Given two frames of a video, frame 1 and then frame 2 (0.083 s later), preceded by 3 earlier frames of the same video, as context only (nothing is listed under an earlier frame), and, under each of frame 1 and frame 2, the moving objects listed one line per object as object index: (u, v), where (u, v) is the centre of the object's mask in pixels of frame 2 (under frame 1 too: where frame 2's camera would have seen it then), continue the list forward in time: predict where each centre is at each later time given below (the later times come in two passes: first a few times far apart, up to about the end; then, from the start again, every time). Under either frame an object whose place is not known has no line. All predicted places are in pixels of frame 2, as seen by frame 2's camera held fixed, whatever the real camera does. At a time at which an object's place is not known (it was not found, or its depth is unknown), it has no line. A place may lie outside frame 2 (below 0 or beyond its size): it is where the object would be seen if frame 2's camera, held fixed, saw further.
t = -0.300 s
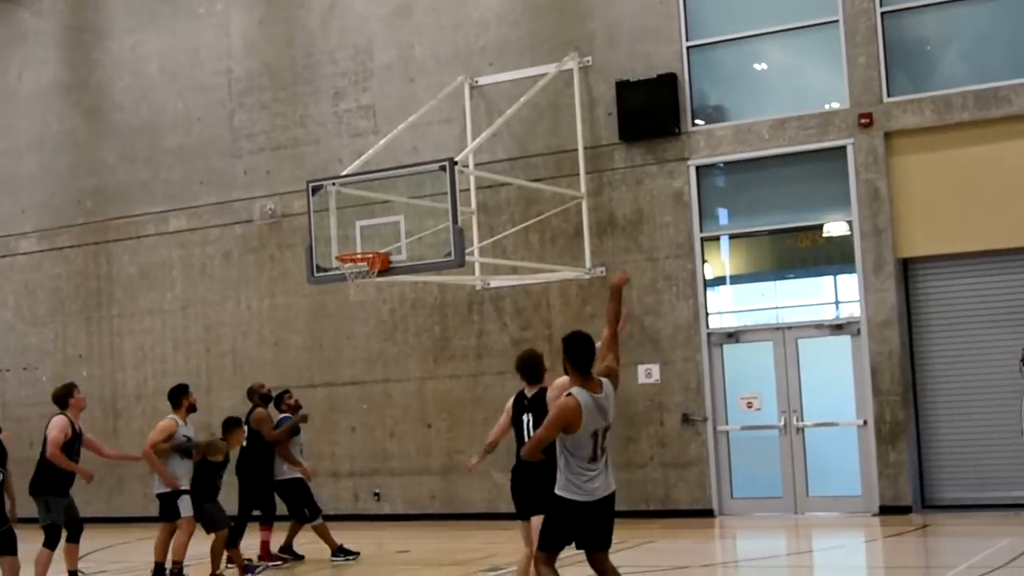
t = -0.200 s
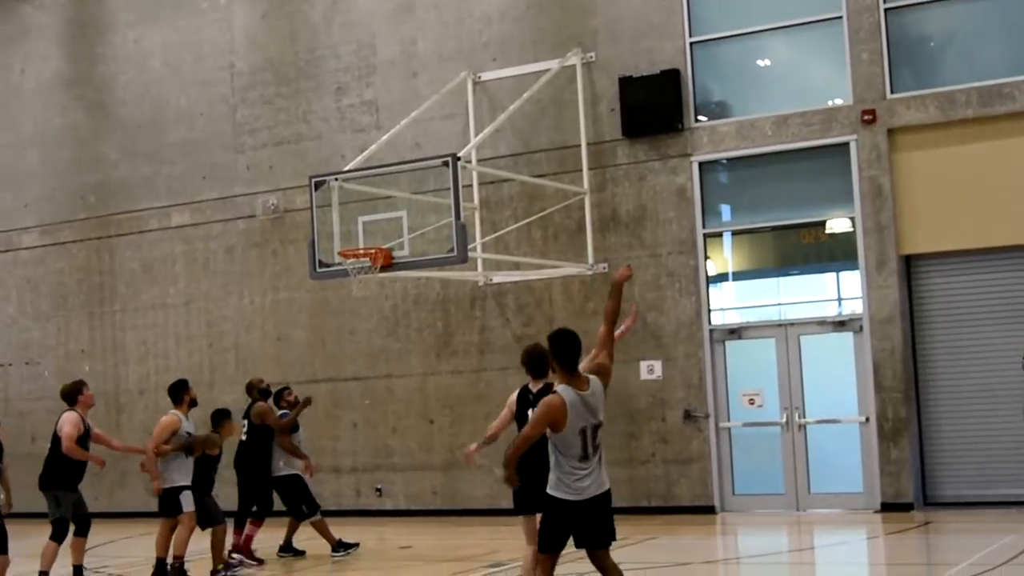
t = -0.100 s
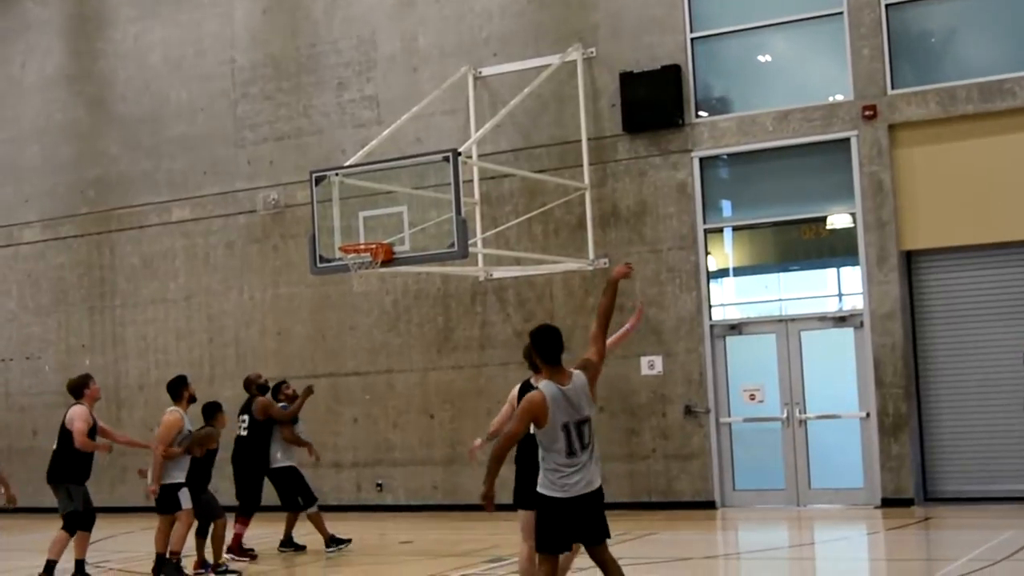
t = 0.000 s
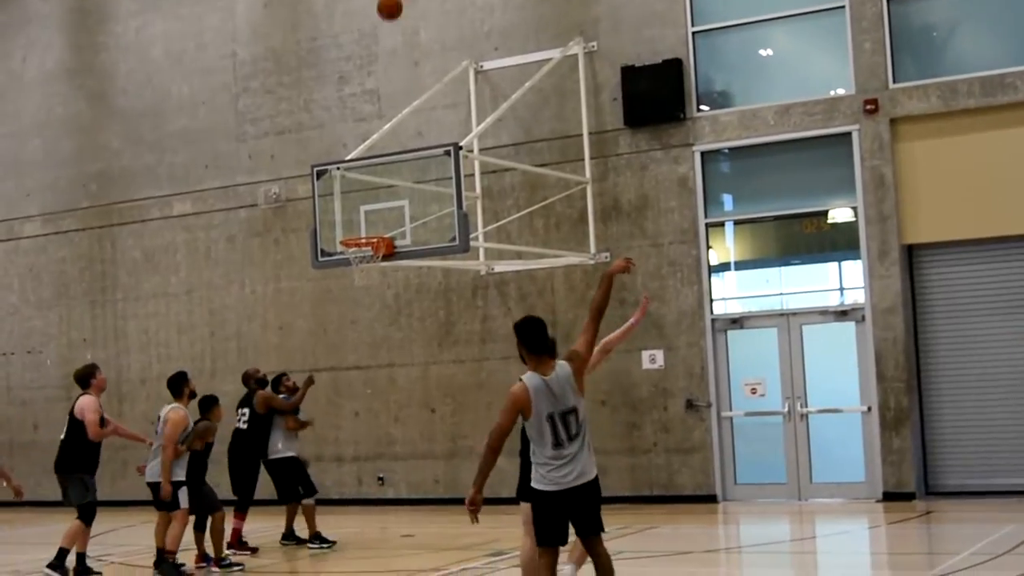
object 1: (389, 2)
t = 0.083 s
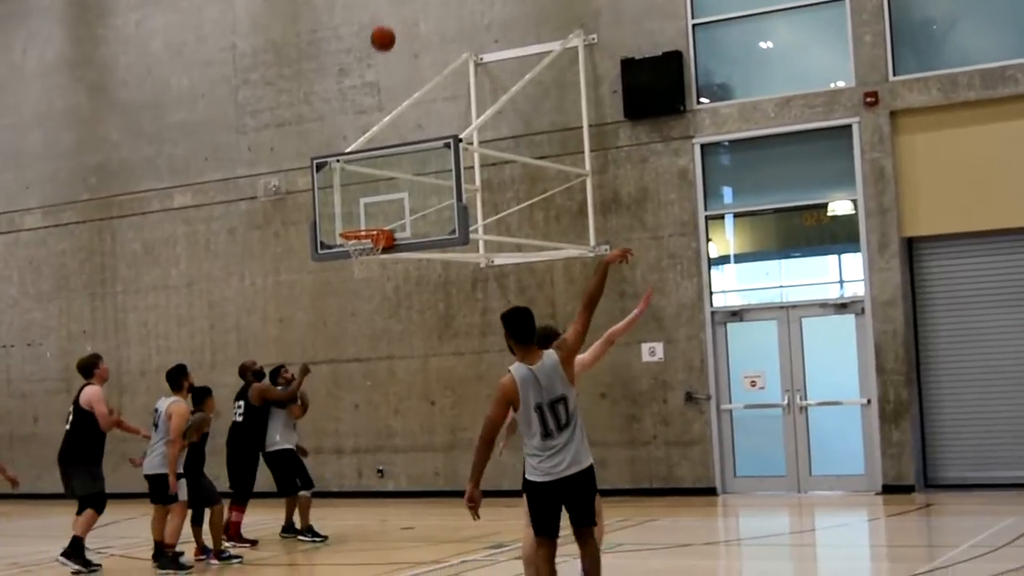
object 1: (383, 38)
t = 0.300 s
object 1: (368, 163)
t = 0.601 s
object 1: (353, 235)
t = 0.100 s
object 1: (381, 47)
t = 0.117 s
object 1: (380, 55)
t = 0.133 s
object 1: (379, 63)
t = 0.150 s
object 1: (378, 73)
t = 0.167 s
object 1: (377, 82)
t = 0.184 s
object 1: (376, 91)
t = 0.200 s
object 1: (375, 101)
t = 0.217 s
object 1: (374, 110)
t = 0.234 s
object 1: (373, 120)
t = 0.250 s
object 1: (372, 131)
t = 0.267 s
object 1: (371, 141)
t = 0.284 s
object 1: (369, 152)
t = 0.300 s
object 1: (368, 163)
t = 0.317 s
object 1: (368, 174)
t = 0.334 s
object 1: (367, 185)
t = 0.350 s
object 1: (366, 196)
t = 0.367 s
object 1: (365, 208)
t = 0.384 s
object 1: (364, 219)
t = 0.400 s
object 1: (364, 229)
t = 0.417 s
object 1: (363, 230)
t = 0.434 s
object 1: (361, 231)
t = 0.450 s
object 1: (360, 231)
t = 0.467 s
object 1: (361, 231)
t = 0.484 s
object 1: (365, 231)
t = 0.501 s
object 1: (368, 231)
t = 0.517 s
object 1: (369, 231)
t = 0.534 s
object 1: (365, 232)
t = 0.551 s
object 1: (361, 232)
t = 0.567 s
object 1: (354, 233)
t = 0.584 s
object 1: (351, 234)
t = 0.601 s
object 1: (353, 235)
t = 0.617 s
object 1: (360, 235)
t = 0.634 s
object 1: (363, 236)
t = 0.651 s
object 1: (369, 237)
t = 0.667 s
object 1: (375, 240)
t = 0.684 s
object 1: (375, 241)
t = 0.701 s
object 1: (375, 244)
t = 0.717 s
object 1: (376, 248)
